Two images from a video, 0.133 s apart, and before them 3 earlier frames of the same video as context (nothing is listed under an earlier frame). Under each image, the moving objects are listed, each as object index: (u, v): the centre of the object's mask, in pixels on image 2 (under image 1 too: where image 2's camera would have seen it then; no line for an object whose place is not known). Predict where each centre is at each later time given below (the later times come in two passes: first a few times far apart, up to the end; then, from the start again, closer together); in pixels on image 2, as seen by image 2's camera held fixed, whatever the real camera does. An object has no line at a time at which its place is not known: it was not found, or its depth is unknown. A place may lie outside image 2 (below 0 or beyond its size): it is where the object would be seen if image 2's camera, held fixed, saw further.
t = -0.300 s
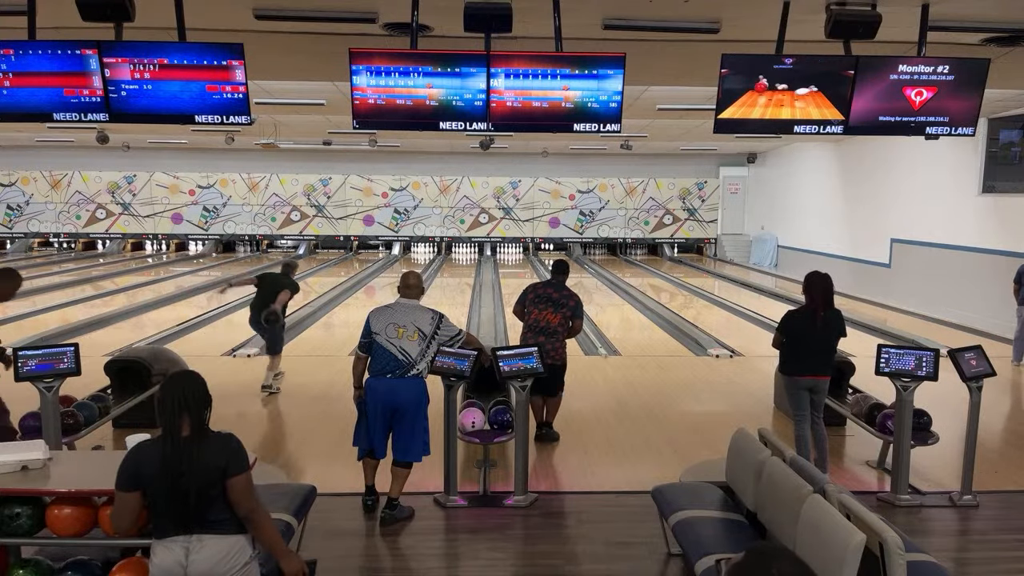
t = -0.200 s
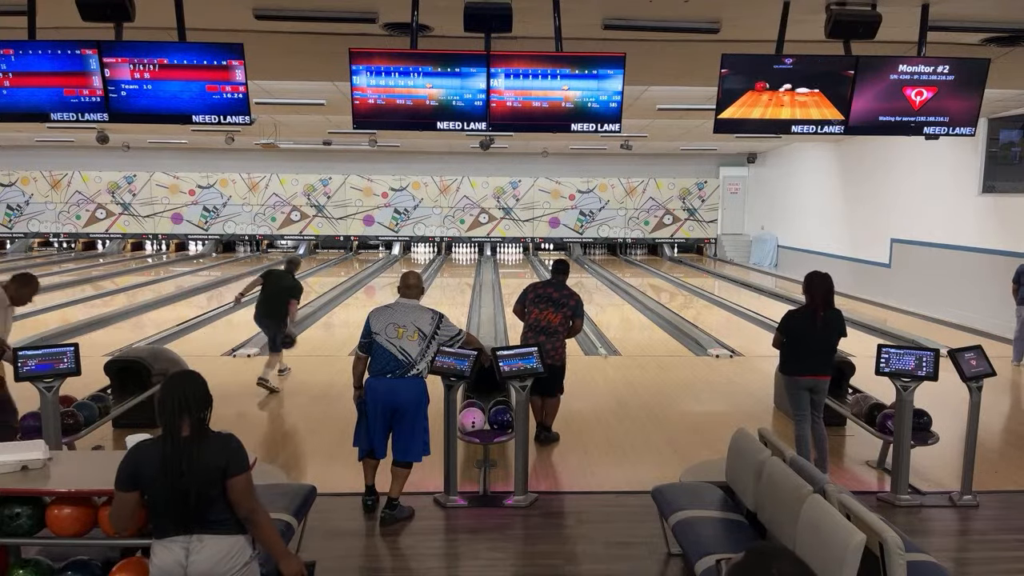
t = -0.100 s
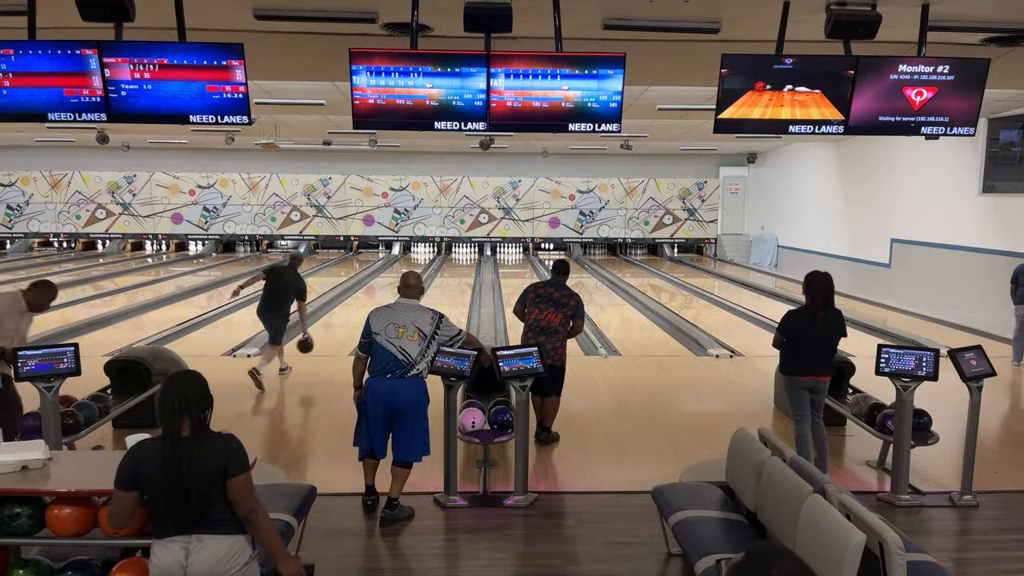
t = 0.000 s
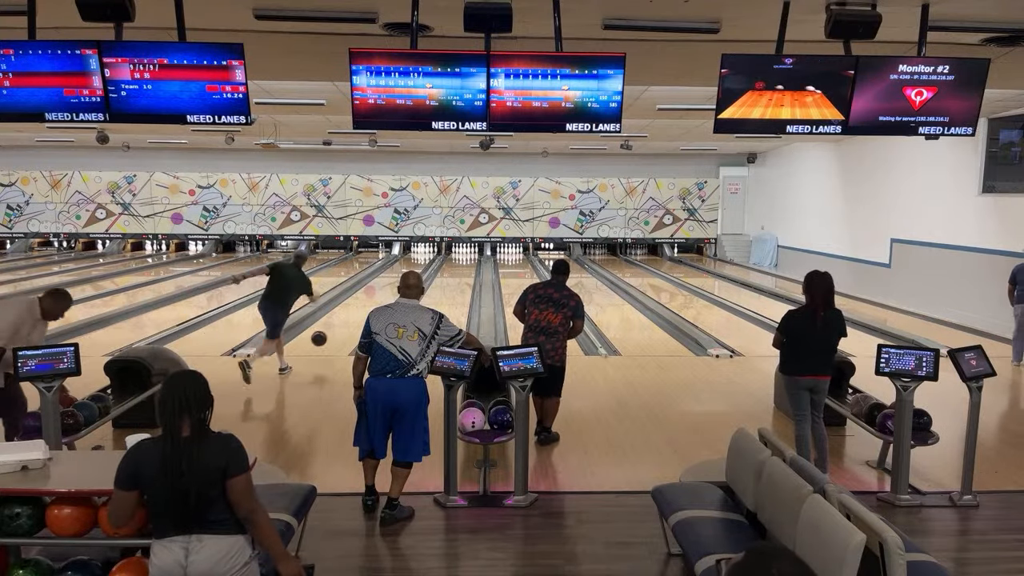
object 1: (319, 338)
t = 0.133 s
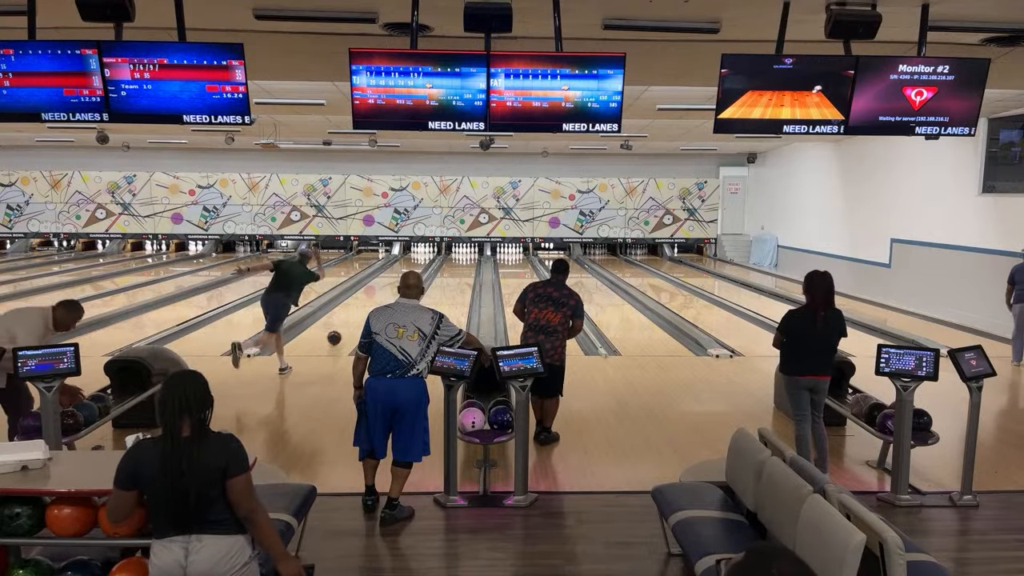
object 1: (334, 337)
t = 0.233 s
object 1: (344, 328)
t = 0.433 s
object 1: (359, 313)
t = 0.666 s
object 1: (373, 299)
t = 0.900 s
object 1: (385, 288)
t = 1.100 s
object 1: (392, 280)
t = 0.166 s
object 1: (338, 333)
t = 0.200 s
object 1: (341, 331)
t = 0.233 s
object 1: (344, 328)
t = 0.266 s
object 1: (347, 325)
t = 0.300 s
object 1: (349, 322)
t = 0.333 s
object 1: (352, 320)
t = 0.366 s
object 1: (355, 317)
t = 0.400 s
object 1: (357, 315)
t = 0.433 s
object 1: (359, 313)
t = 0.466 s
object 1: (362, 310)
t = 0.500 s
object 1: (364, 308)
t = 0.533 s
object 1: (366, 306)
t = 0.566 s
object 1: (368, 304)
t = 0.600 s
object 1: (370, 302)
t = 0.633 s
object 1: (372, 300)
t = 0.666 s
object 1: (373, 299)
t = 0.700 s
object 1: (375, 297)
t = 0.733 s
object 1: (377, 295)
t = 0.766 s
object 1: (379, 294)
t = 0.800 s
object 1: (380, 292)
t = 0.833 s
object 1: (382, 291)
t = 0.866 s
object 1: (383, 289)
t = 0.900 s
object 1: (385, 288)
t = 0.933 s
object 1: (386, 286)
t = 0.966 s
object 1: (387, 285)
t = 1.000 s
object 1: (389, 284)
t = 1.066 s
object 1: (391, 281)
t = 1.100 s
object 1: (392, 280)
